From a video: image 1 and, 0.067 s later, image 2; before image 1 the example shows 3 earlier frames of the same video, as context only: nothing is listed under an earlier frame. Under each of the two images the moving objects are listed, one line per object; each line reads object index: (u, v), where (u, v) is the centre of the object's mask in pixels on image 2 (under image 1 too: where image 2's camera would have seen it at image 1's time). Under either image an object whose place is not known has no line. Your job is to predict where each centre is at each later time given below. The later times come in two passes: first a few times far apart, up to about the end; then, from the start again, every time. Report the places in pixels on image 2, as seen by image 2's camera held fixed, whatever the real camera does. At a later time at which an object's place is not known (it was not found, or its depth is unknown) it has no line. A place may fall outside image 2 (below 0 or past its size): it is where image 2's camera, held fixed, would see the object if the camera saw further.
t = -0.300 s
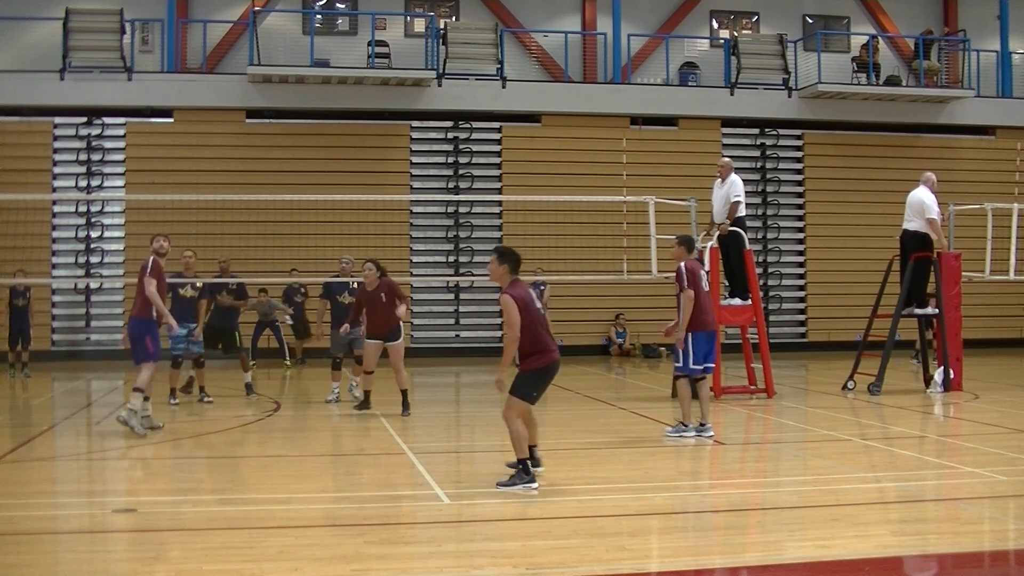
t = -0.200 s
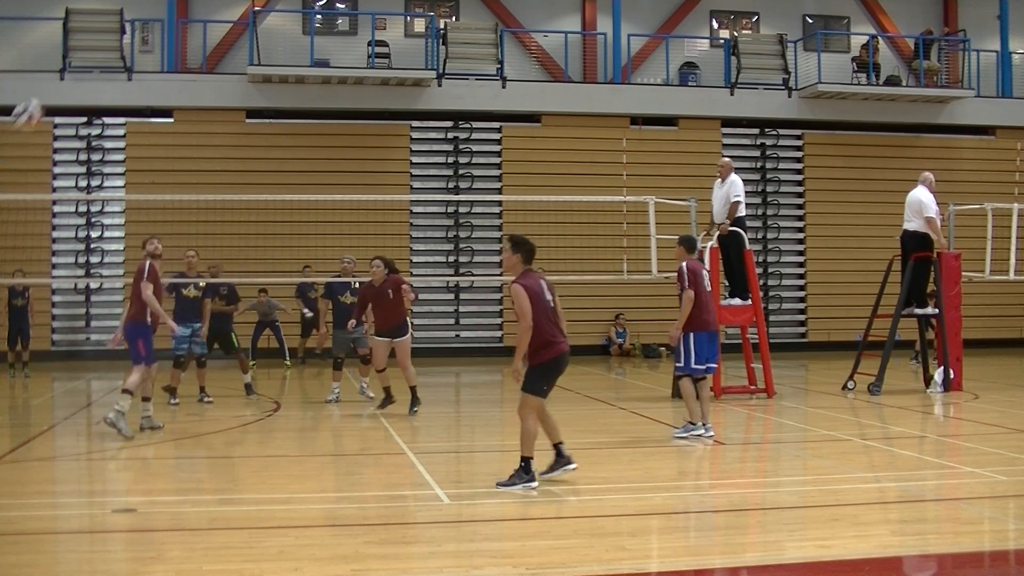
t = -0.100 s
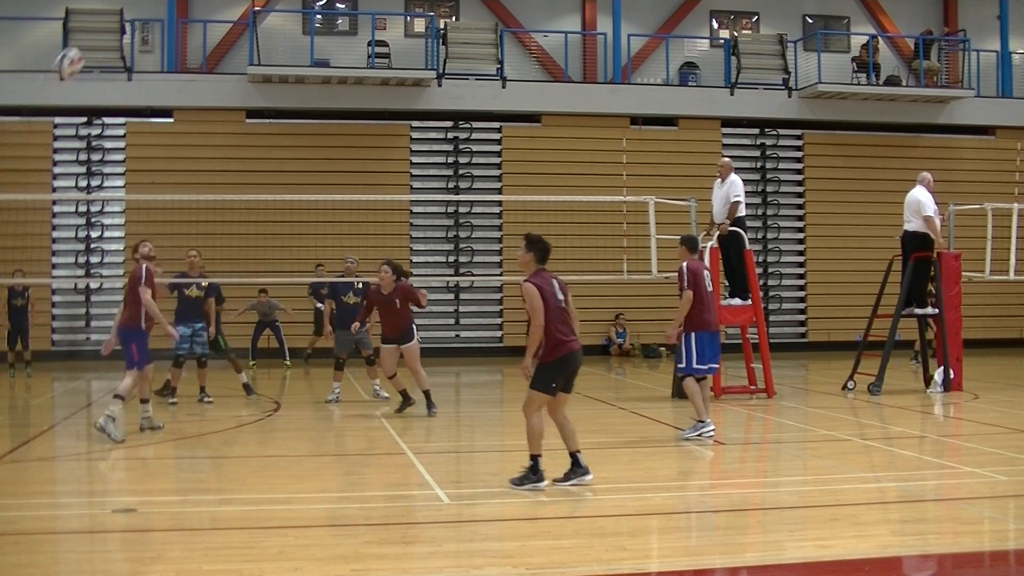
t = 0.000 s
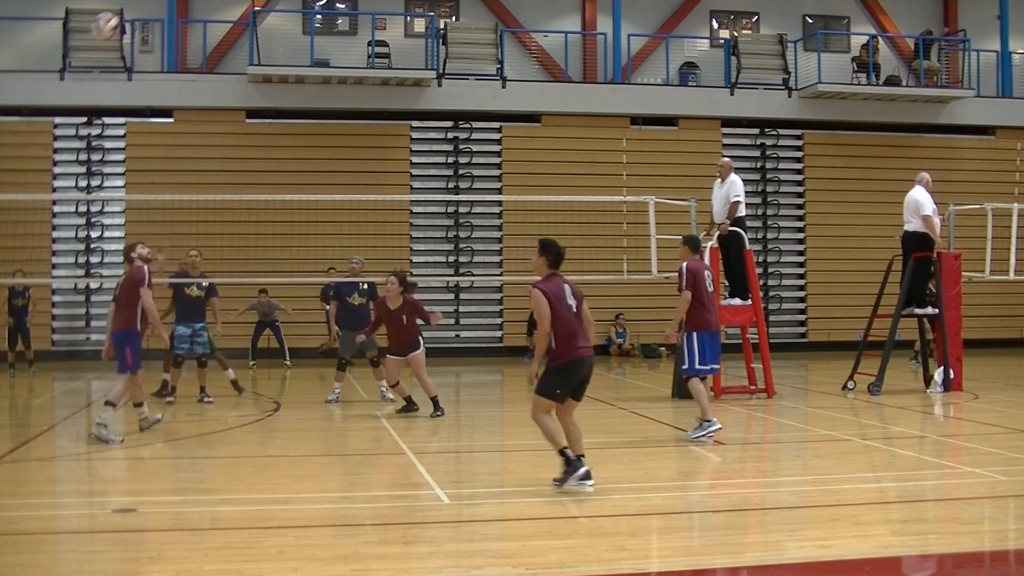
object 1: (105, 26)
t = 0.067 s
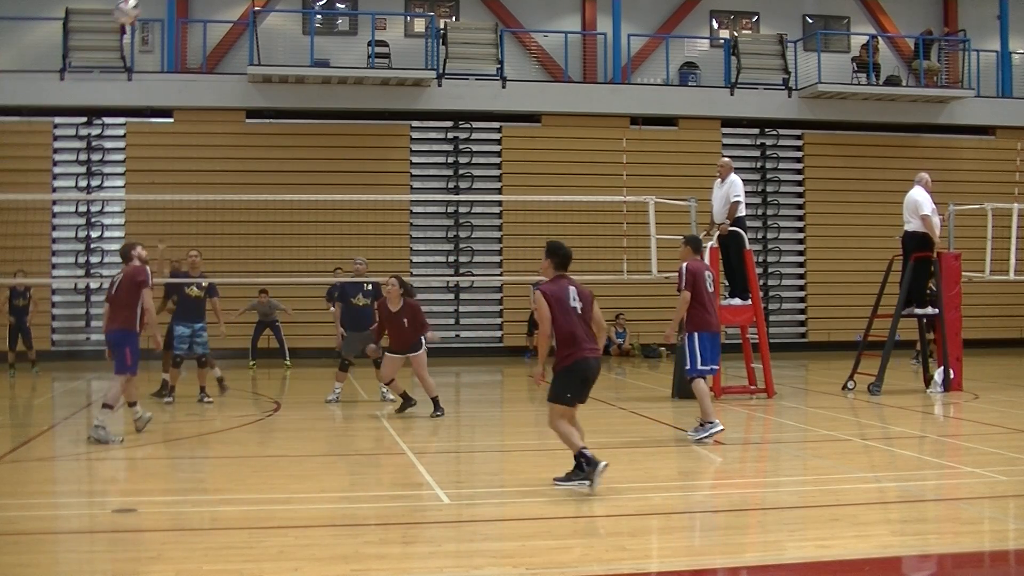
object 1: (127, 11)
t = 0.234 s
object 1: (178, 4)
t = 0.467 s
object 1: (235, 21)
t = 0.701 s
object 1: (285, 102)
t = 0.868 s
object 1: (316, 181)
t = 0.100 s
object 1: (138, 8)
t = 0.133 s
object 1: (148, 6)
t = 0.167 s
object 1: (158, 5)
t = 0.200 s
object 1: (169, 3)
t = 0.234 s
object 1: (178, 4)
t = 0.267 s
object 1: (186, 4)
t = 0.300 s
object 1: (195, 5)
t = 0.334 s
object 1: (204, 6)
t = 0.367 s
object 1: (212, 6)
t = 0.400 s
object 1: (219, 9)
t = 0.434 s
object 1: (228, 17)
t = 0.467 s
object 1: (235, 21)
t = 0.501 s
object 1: (243, 32)
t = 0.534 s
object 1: (250, 41)
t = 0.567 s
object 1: (257, 52)
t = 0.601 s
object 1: (265, 63)
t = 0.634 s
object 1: (271, 75)
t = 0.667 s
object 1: (278, 87)
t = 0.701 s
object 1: (285, 102)
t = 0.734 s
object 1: (290, 115)
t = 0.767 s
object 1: (296, 131)
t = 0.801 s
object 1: (303, 147)
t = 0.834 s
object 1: (310, 163)
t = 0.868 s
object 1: (316, 181)
